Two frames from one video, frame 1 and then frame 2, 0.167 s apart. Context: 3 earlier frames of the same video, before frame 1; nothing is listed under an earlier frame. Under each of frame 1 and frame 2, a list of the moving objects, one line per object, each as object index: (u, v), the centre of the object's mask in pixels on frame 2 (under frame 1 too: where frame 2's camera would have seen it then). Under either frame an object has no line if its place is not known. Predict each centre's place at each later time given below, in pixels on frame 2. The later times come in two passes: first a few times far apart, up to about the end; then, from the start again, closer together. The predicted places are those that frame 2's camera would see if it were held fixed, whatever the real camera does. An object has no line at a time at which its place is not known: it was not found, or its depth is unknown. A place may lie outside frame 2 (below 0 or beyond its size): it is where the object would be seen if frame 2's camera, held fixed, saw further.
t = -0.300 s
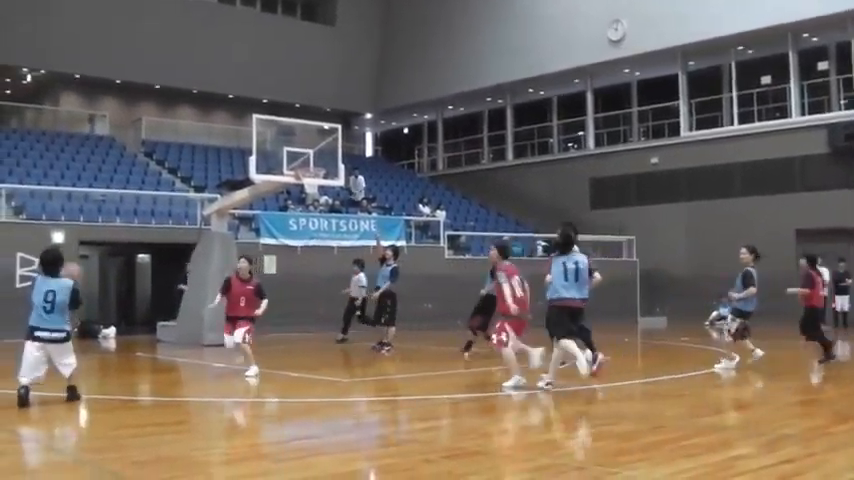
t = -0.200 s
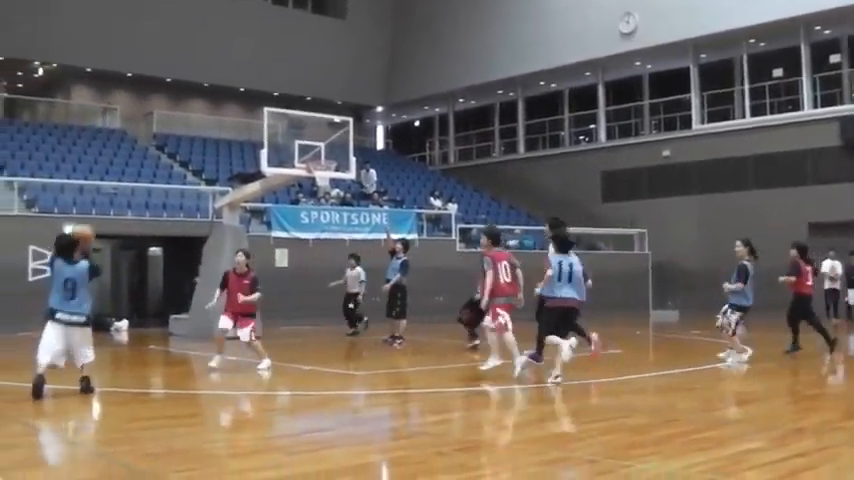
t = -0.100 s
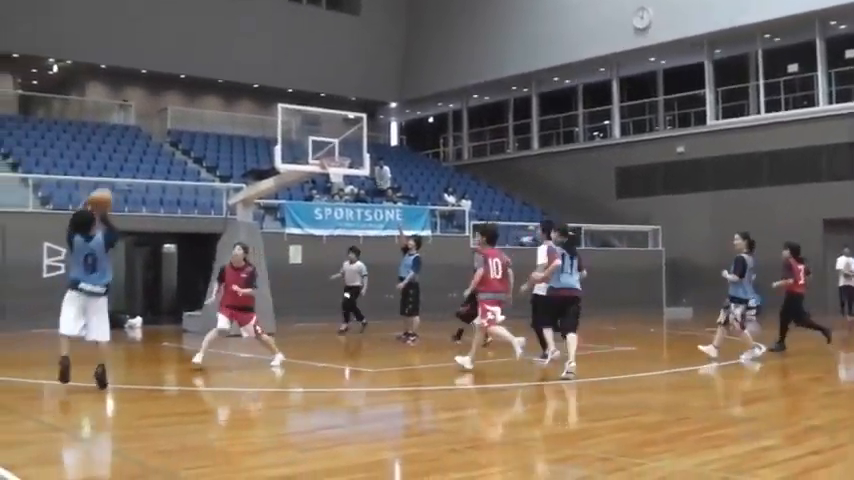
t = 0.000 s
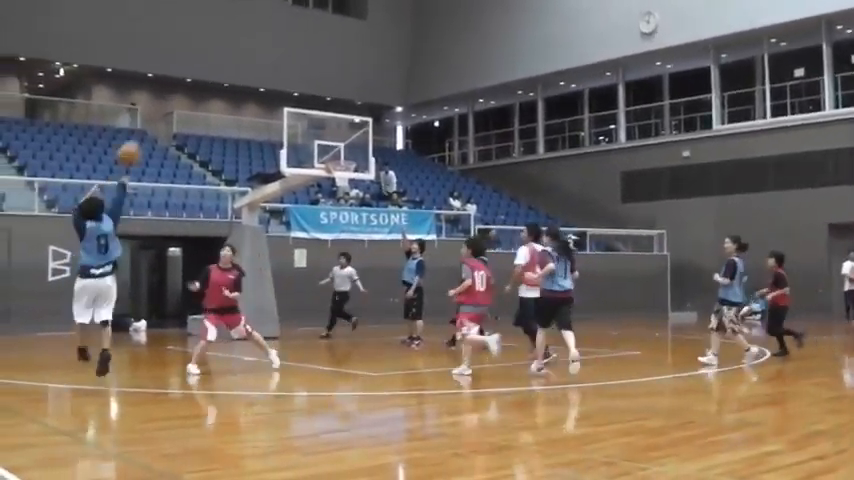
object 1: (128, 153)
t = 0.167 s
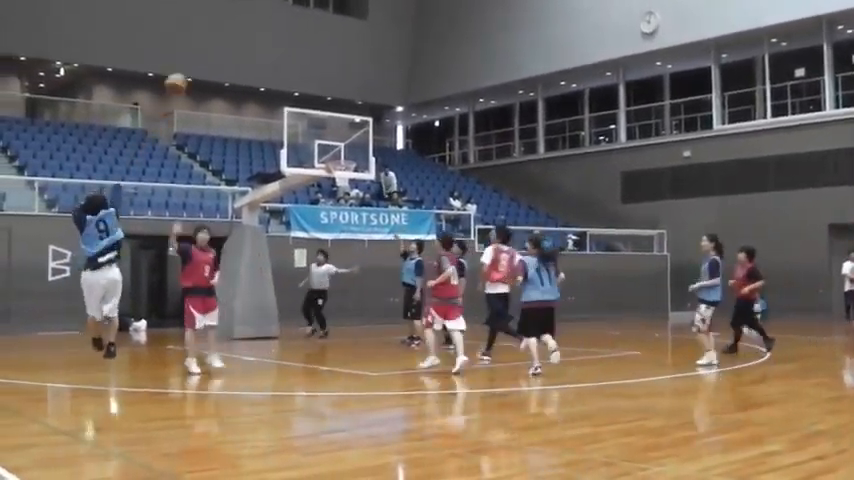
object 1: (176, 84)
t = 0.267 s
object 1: (199, 58)
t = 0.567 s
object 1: (259, 34)
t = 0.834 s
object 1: (299, 64)
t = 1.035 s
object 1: (325, 110)
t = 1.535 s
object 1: (328, 209)
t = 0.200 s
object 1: (185, 73)
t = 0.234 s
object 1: (192, 64)
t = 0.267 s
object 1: (199, 58)
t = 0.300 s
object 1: (208, 51)
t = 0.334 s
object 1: (214, 45)
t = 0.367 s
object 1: (221, 42)
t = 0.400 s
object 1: (229, 38)
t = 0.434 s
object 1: (235, 35)
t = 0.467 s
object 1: (241, 33)
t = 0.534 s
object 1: (253, 32)
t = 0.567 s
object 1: (259, 34)
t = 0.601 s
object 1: (265, 36)
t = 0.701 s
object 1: (280, 44)
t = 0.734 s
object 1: (285, 48)
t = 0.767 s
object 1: (290, 53)
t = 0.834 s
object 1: (299, 64)
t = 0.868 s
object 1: (304, 70)
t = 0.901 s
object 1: (308, 75)
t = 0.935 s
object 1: (312, 85)
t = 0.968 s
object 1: (316, 92)
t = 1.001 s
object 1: (321, 100)
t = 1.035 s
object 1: (325, 110)
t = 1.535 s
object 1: (328, 209)
